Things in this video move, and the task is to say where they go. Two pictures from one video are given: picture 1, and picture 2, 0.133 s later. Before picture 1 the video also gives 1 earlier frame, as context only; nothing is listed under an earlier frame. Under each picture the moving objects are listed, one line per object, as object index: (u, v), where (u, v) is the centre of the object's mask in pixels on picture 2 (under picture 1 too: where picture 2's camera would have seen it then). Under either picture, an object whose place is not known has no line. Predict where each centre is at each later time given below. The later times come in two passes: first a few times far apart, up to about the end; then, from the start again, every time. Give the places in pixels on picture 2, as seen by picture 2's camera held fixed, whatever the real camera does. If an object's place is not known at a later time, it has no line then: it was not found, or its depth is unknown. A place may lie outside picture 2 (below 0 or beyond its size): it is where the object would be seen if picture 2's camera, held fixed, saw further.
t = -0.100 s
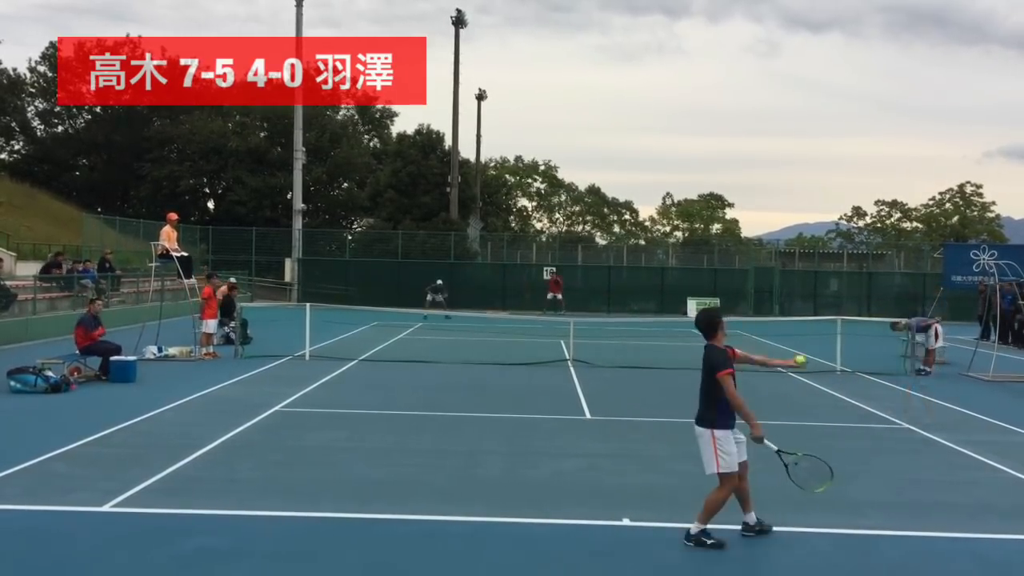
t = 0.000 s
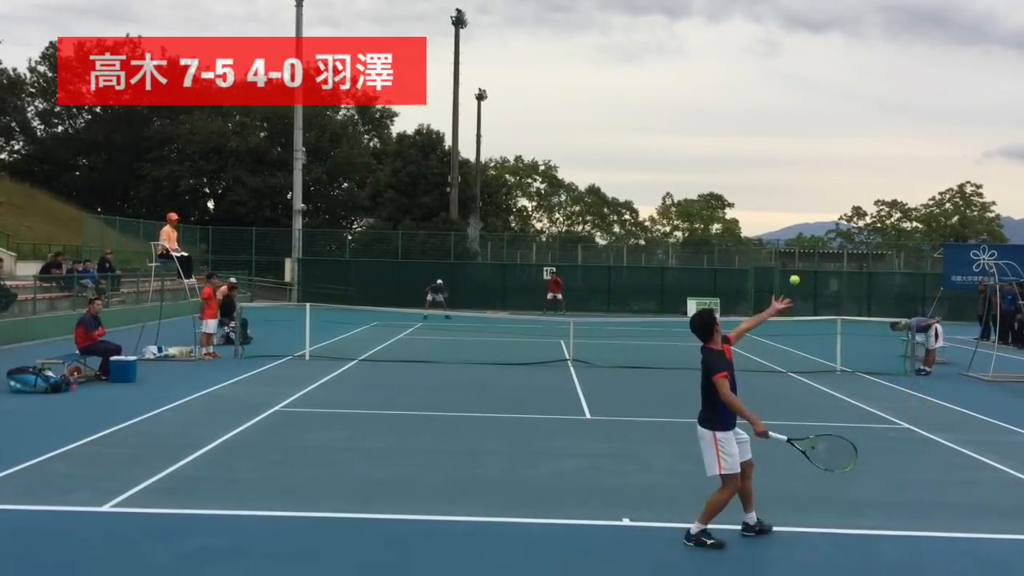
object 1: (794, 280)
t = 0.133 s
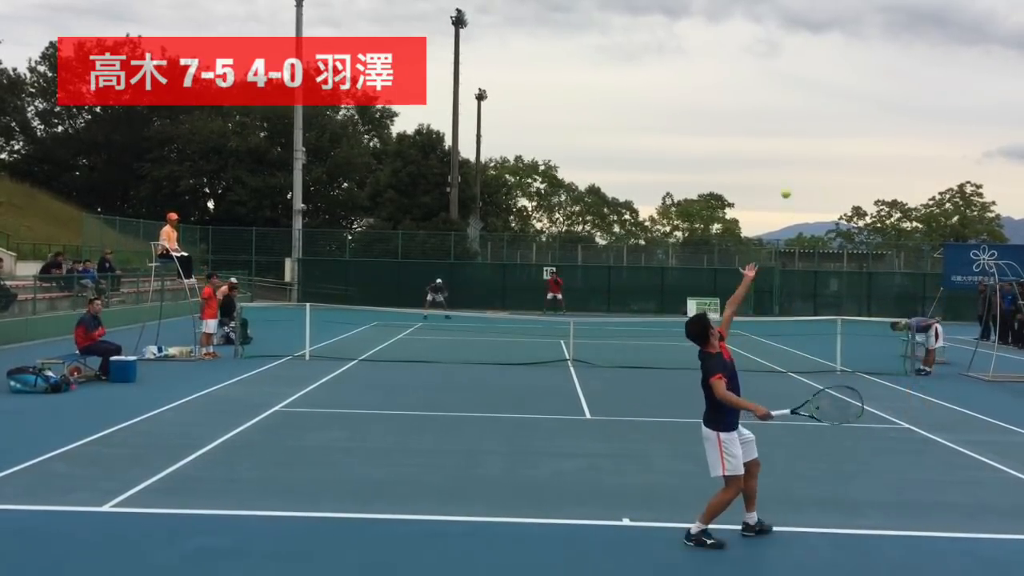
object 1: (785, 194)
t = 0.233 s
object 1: (779, 145)
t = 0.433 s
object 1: (765, 85)
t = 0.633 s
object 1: (749, 76)
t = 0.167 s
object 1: (783, 176)
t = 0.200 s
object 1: (781, 160)
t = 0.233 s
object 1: (779, 145)
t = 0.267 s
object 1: (777, 132)
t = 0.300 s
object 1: (774, 119)
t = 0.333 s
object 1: (772, 108)
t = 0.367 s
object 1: (770, 99)
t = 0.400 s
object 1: (767, 91)
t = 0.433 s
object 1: (765, 85)
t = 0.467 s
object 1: (762, 80)
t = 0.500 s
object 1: (760, 77)
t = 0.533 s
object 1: (757, 75)
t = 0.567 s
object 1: (755, 74)
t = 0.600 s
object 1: (752, 75)
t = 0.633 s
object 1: (749, 76)
